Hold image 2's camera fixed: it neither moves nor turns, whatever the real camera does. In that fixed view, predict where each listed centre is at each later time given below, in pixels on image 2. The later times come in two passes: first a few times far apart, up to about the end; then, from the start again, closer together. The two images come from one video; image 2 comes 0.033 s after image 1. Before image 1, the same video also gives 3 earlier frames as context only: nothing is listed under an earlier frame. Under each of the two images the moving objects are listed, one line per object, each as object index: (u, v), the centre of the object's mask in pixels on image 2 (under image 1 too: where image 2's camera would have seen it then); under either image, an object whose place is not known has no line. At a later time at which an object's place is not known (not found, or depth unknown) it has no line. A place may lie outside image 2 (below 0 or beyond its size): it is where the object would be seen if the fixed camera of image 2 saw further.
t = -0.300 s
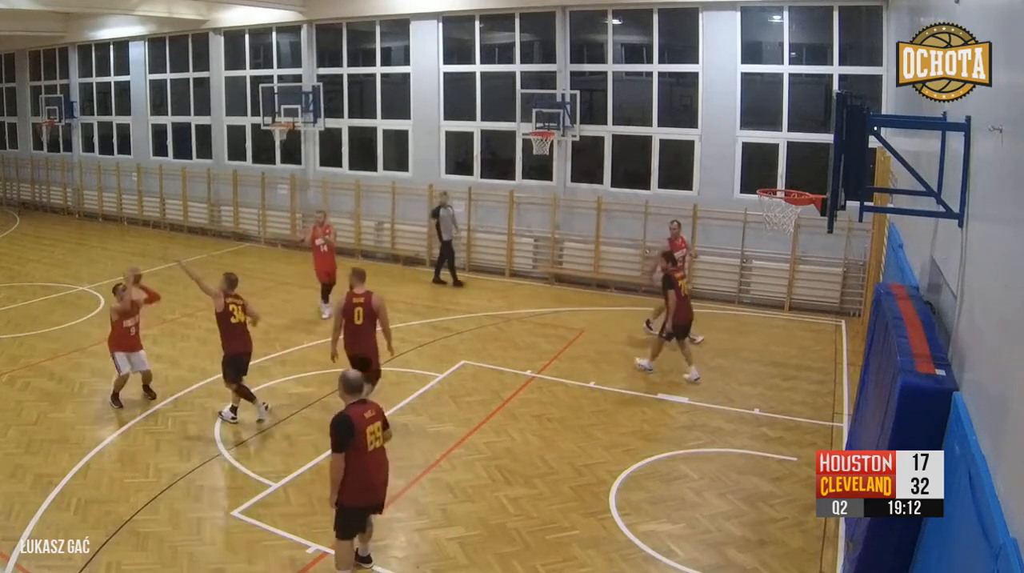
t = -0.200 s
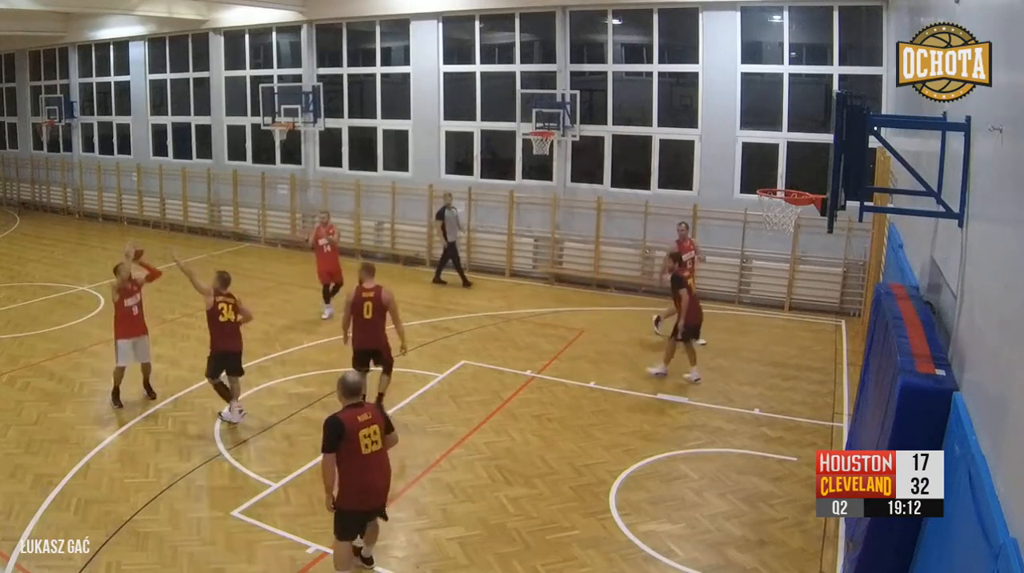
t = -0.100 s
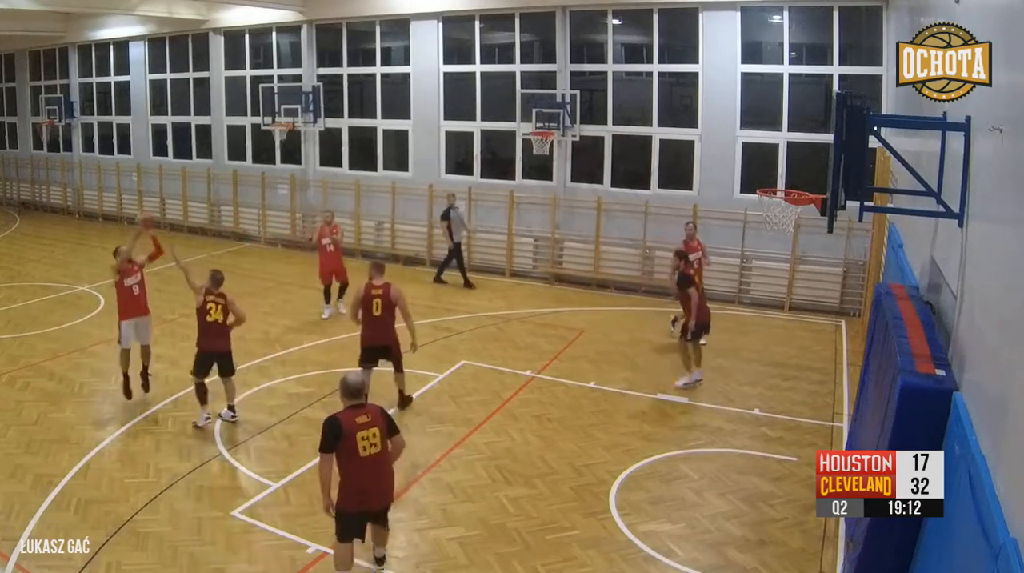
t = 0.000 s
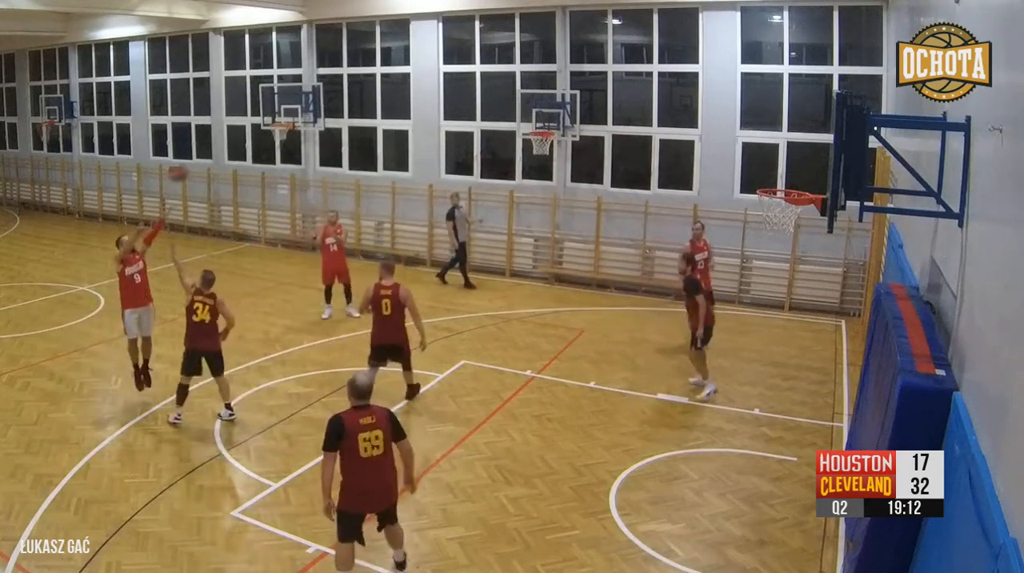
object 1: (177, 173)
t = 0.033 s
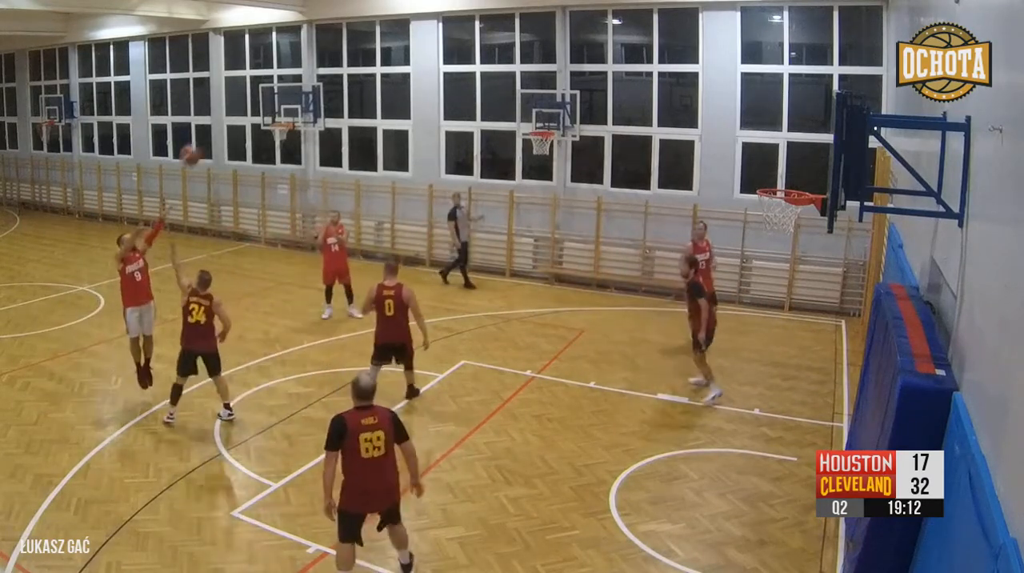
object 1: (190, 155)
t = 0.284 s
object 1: (296, 59)
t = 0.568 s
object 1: (441, 8)
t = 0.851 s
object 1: (604, 37)
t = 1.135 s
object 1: (777, 171)
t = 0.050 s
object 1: (197, 148)
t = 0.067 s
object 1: (203, 140)
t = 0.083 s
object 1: (209, 134)
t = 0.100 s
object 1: (216, 127)
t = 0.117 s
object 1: (223, 120)
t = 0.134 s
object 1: (229, 112)
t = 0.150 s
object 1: (237, 104)
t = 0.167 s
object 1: (244, 99)
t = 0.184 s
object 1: (251, 92)
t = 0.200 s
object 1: (260, 87)
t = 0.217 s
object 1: (266, 81)
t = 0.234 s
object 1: (273, 75)
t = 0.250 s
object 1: (281, 69)
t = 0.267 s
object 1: (290, 64)
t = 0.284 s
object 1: (296, 59)
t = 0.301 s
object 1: (304, 55)
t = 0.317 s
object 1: (313, 50)
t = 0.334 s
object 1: (321, 45)
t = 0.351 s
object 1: (329, 40)
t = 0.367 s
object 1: (336, 37)
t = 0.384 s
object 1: (345, 33)
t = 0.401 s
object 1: (354, 30)
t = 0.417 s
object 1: (363, 27)
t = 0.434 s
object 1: (370, 23)
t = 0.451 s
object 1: (379, 18)
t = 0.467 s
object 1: (386, 16)
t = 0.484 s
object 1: (397, 15)
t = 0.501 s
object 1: (405, 12)
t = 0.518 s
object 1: (413, 11)
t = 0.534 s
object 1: (422, 11)
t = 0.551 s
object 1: (431, 9)
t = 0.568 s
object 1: (441, 8)
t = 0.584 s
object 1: (449, 8)
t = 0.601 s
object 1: (459, 9)
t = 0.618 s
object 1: (469, 8)
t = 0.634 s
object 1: (478, 9)
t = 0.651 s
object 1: (487, 9)
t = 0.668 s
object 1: (496, 10)
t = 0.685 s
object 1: (506, 11)
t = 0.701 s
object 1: (517, 11)
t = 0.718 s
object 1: (526, 12)
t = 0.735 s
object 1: (537, 16)
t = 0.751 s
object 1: (545, 18)
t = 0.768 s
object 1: (555, 20)
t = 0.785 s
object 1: (566, 23)
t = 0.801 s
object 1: (576, 26)
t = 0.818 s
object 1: (587, 30)
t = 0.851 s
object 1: (604, 37)
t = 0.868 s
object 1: (616, 42)
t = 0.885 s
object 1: (626, 50)
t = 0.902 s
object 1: (637, 55)
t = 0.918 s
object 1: (646, 61)
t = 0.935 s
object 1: (657, 67)
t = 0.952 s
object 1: (667, 74)
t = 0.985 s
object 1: (686, 88)
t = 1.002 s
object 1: (697, 96)
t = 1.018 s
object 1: (707, 105)
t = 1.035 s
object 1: (717, 114)
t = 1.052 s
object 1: (728, 123)
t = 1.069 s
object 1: (738, 131)
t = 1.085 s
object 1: (748, 141)
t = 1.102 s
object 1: (756, 153)
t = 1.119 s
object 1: (766, 161)
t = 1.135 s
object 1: (777, 171)
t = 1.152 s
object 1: (787, 182)
